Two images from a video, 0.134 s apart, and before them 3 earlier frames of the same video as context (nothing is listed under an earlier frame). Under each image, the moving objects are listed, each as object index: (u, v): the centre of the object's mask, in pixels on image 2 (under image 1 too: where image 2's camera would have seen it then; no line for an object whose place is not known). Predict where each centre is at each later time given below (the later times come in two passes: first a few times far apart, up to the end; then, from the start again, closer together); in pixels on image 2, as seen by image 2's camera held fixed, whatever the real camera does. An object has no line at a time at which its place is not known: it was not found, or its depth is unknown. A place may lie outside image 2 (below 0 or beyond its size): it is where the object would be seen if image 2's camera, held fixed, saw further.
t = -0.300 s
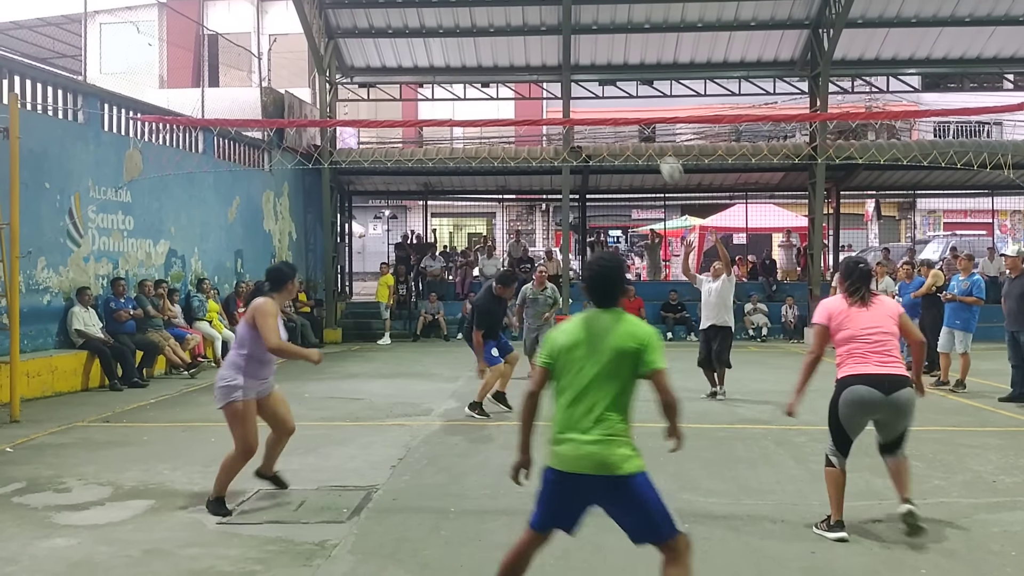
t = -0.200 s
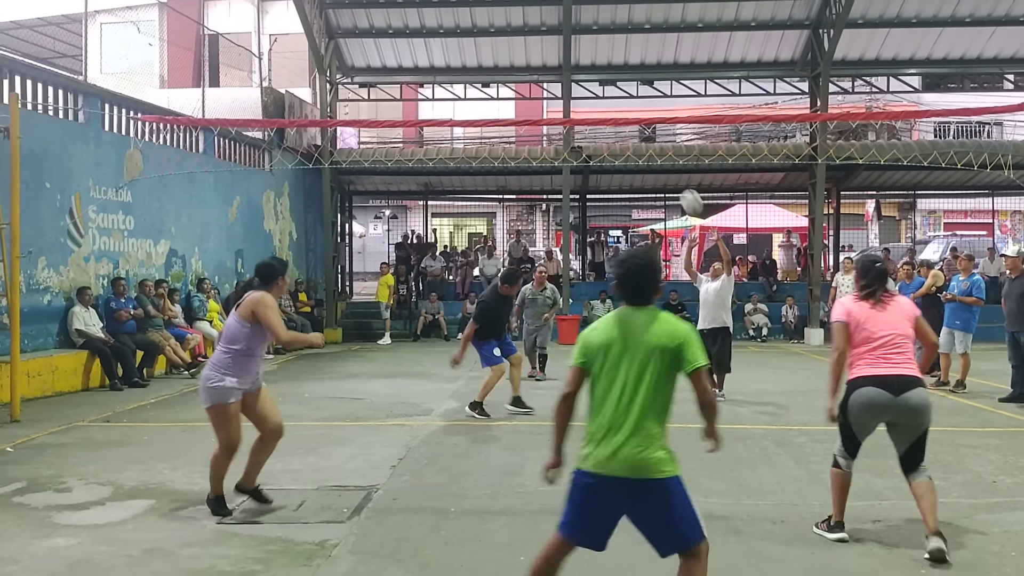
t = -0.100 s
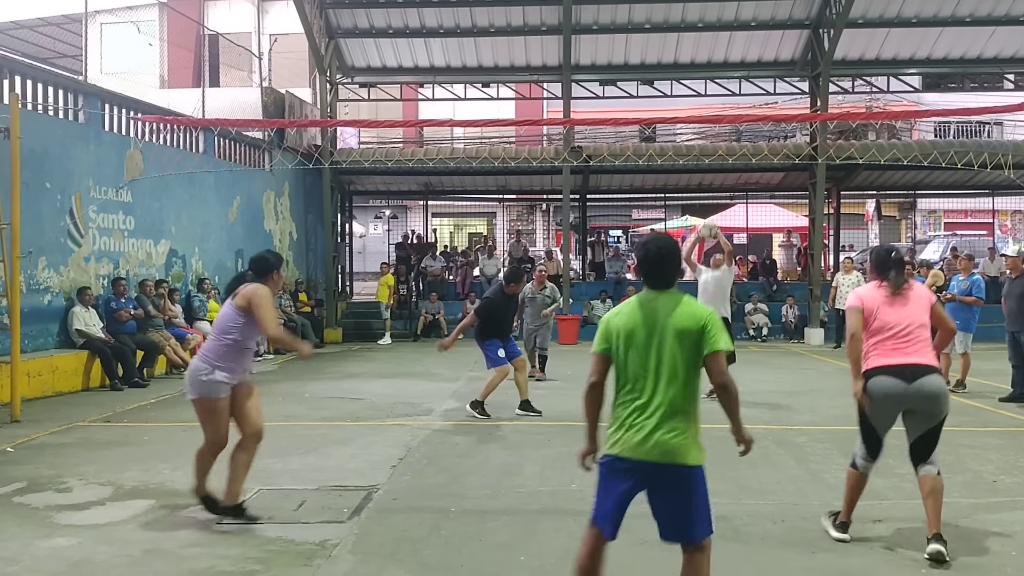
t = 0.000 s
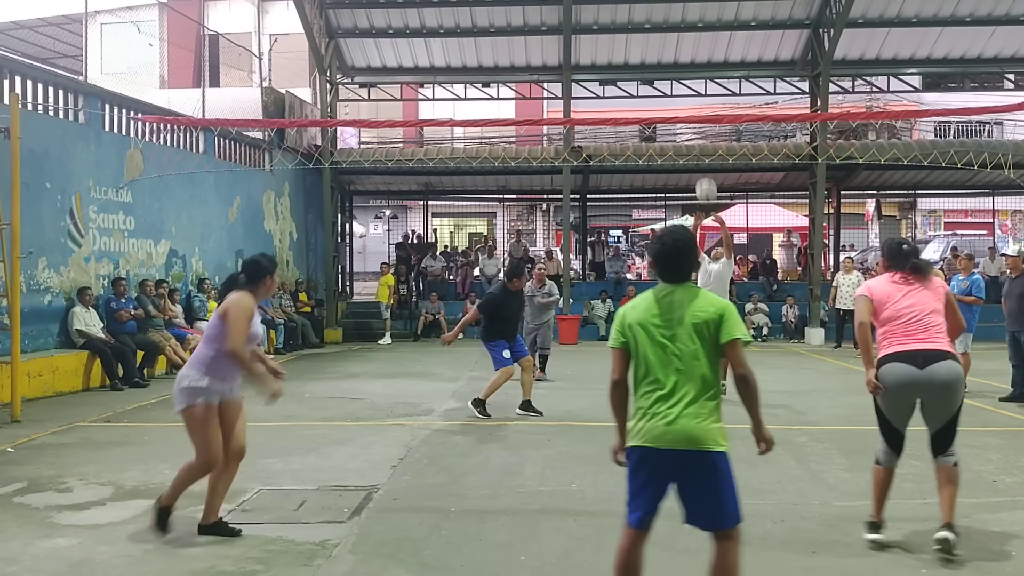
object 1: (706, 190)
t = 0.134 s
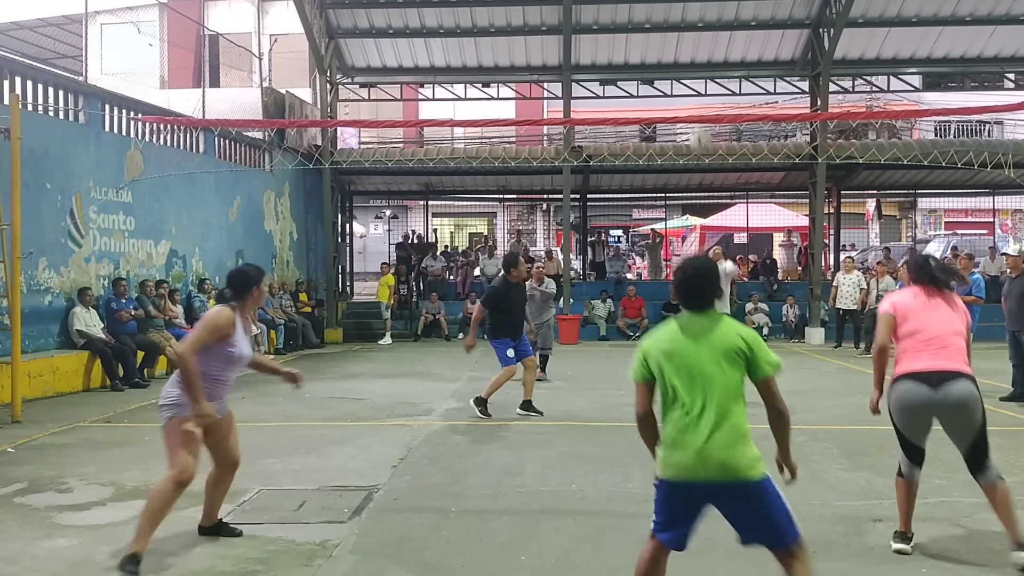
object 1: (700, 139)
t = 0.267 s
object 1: (693, 97)
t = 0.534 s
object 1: (674, 57)
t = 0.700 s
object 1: (657, 72)
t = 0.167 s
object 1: (699, 131)
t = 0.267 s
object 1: (693, 97)
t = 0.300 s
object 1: (691, 89)
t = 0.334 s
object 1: (689, 81)
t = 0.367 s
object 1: (687, 74)
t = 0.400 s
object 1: (684, 69)
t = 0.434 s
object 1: (682, 65)
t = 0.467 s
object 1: (680, 61)
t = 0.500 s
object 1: (677, 58)
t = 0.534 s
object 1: (674, 57)
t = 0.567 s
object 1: (671, 57)
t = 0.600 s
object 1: (668, 59)
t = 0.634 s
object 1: (665, 61)
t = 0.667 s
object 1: (661, 66)
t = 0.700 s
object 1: (657, 72)
